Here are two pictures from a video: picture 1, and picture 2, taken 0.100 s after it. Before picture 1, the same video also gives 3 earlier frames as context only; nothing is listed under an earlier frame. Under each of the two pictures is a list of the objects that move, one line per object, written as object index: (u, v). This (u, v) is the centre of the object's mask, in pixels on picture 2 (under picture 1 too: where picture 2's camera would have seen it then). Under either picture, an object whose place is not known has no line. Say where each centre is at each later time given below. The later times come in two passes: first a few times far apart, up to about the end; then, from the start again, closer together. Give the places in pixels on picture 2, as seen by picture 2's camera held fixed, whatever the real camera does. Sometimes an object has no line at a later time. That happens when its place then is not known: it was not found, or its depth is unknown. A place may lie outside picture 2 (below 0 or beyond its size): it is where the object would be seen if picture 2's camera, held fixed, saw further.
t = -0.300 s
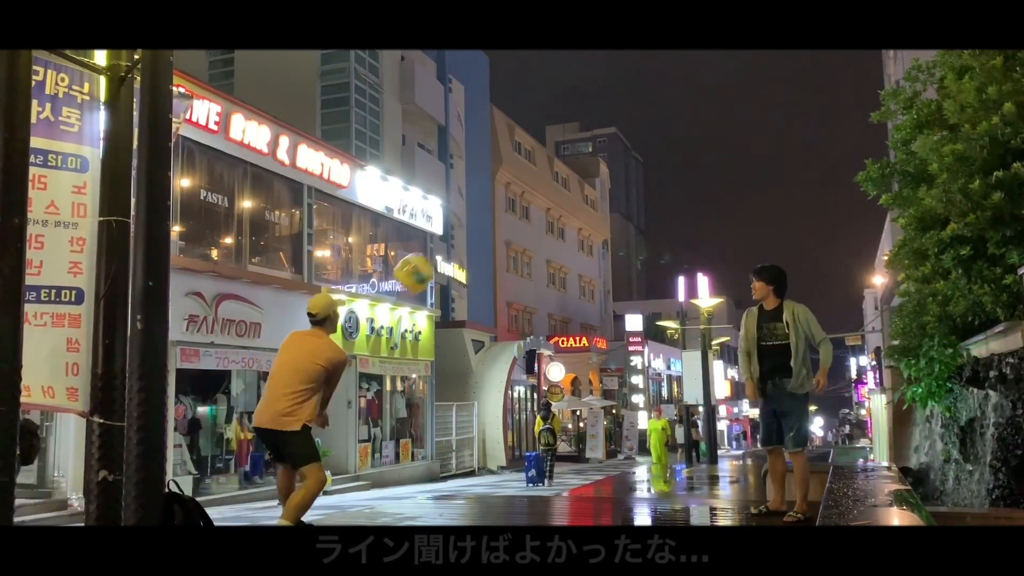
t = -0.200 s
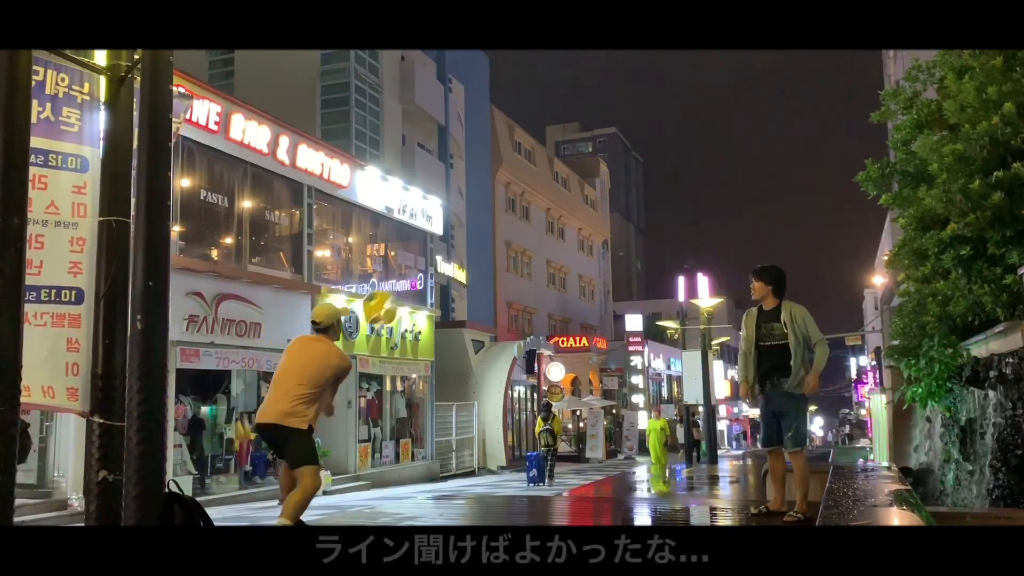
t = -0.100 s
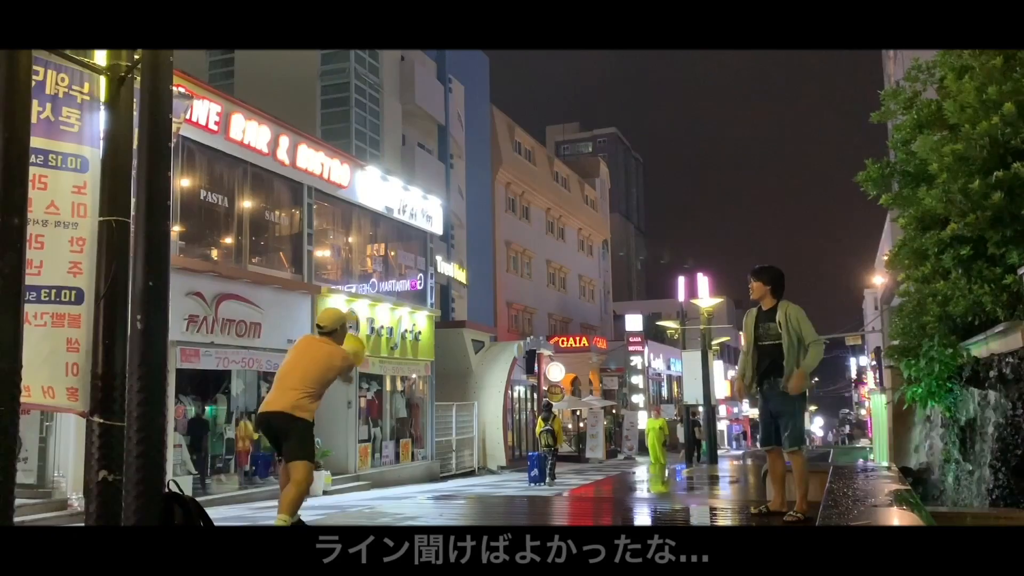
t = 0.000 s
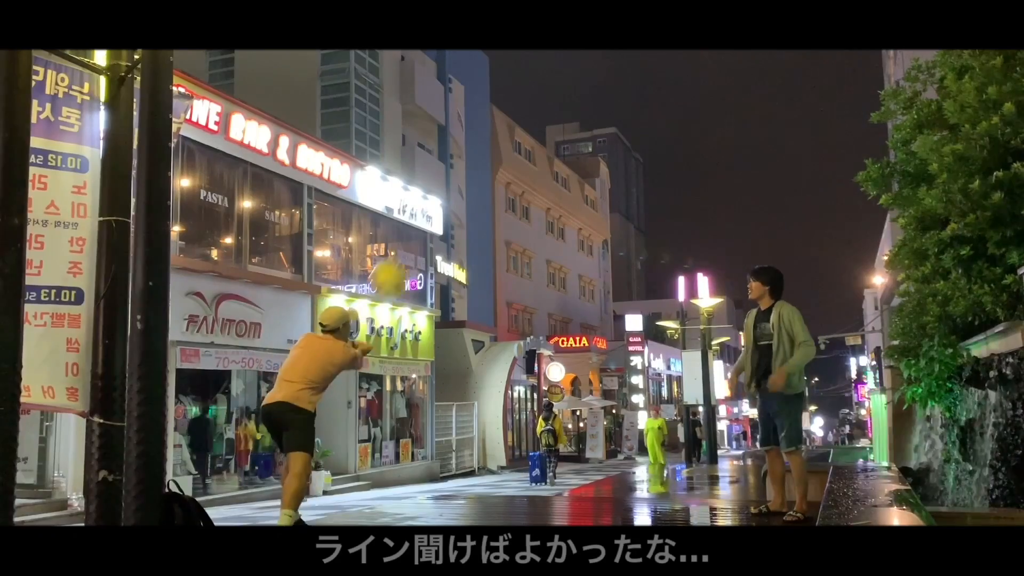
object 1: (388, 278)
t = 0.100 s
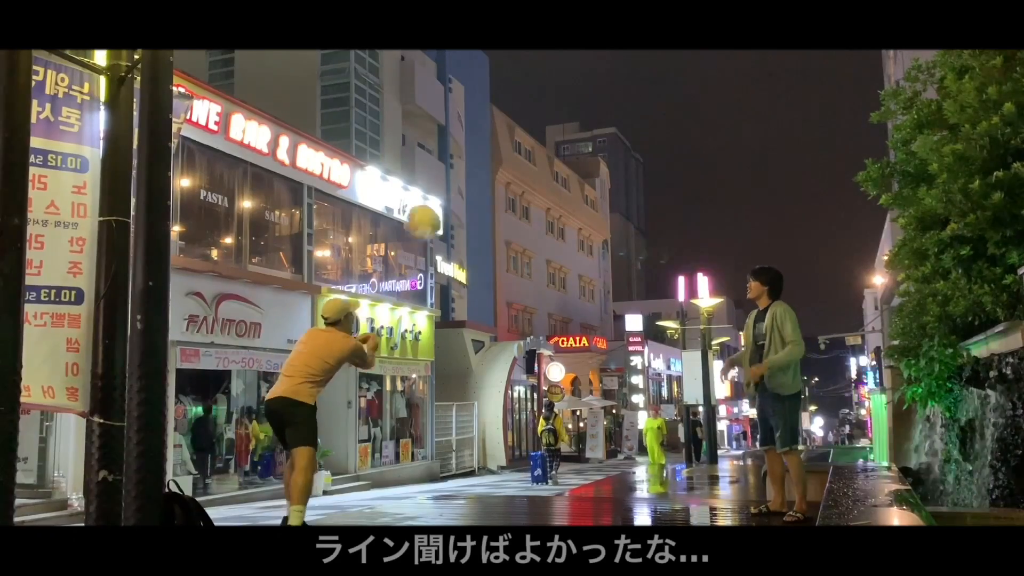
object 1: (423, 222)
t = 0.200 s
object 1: (453, 173)
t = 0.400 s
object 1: (504, 120)
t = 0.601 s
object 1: (552, 110)
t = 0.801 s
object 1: (595, 142)
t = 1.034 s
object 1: (638, 227)
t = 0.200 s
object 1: (453, 173)
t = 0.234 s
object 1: (462, 161)
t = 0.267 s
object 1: (470, 151)
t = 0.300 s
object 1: (479, 141)
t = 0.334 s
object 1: (487, 133)
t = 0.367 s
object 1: (496, 126)
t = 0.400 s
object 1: (504, 120)
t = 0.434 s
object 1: (512, 115)
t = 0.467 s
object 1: (520, 111)
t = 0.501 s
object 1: (528, 109)
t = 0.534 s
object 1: (536, 108)
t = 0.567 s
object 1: (544, 108)
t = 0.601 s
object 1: (552, 110)
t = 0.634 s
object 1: (559, 112)
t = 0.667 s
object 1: (567, 116)
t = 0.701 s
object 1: (574, 121)
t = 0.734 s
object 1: (581, 127)
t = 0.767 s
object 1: (588, 134)
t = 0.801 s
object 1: (595, 142)
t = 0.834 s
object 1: (602, 151)
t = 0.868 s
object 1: (608, 161)
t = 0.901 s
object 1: (615, 172)
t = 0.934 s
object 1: (621, 185)
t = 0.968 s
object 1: (627, 198)
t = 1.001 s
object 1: (633, 212)
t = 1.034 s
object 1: (638, 227)
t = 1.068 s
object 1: (644, 244)
